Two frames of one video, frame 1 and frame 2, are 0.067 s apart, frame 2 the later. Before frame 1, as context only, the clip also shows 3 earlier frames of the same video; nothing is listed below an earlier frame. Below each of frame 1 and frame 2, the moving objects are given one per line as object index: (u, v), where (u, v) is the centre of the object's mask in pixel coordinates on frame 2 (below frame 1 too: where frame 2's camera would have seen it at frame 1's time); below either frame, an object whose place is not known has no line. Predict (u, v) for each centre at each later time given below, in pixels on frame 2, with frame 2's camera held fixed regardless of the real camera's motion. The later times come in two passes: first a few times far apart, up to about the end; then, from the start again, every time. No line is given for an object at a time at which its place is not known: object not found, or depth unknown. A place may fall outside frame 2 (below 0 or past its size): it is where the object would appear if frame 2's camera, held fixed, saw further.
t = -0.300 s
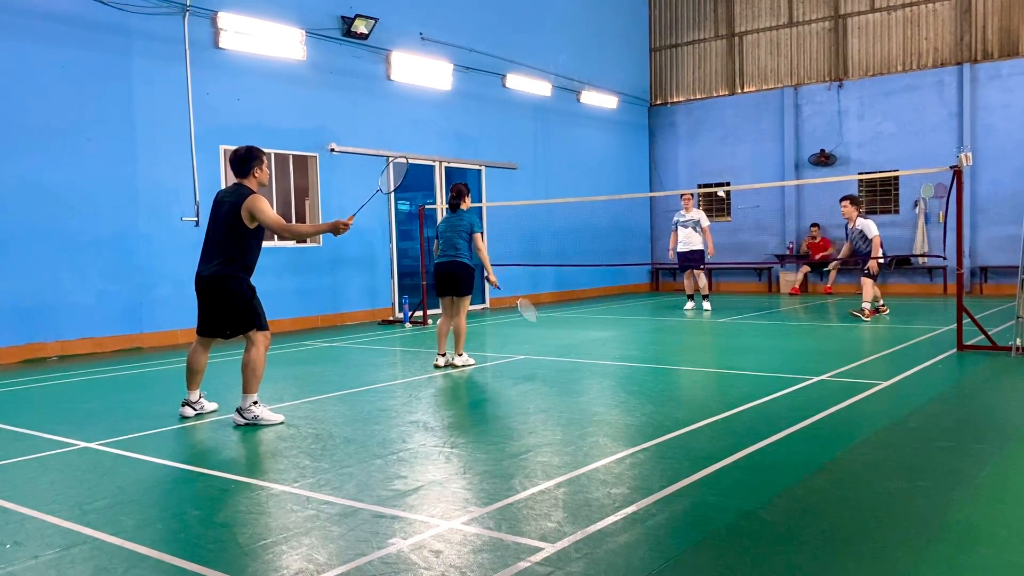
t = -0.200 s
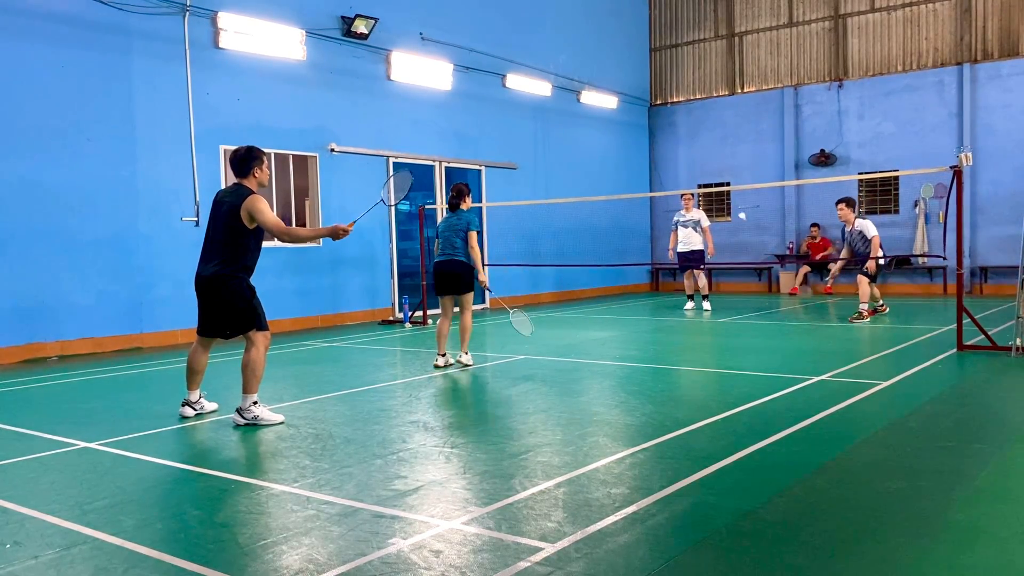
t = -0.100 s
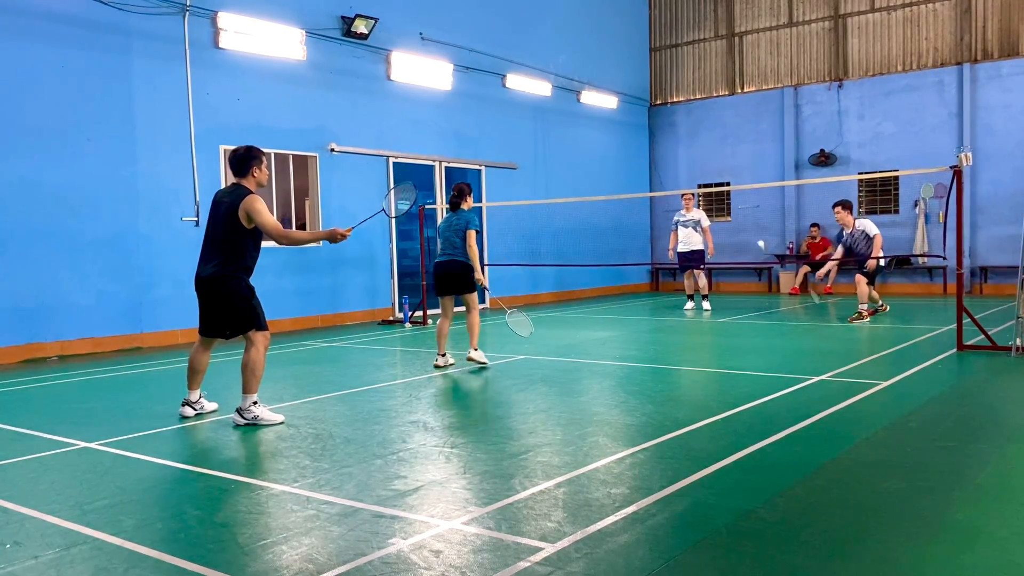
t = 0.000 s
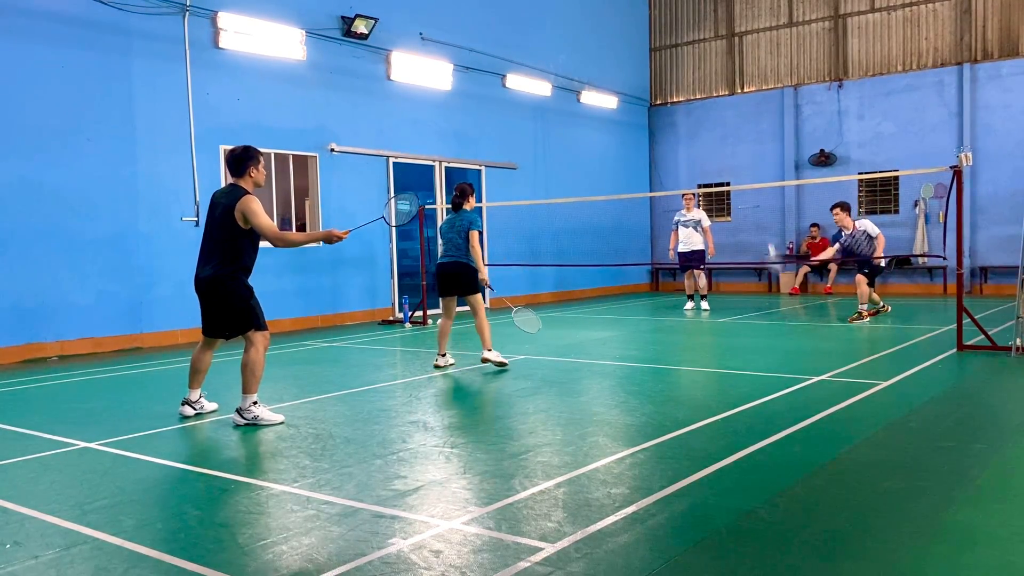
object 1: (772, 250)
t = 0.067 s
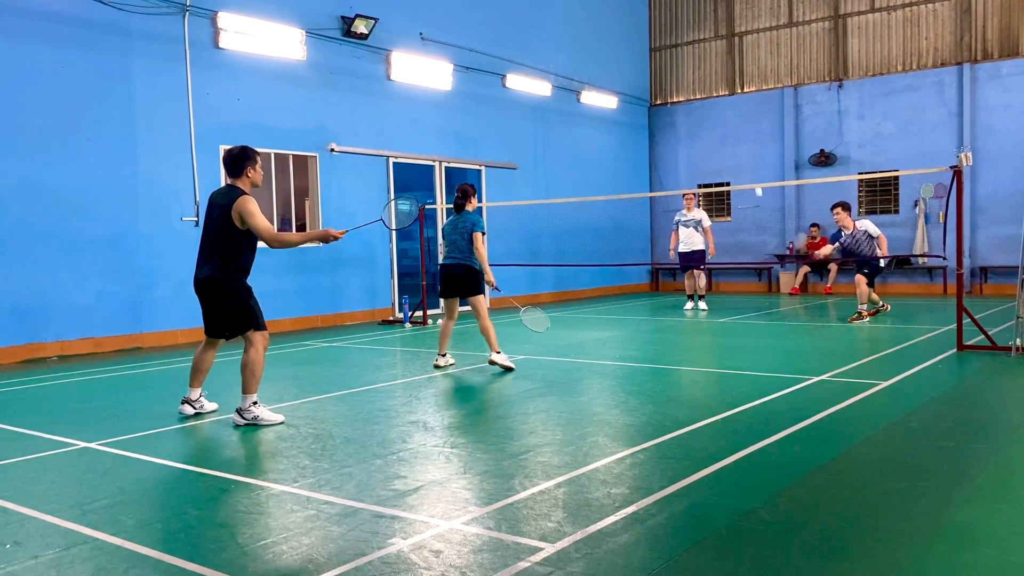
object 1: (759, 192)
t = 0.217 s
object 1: (739, 111)
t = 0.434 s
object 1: (709, 35)
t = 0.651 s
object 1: (677, 13)
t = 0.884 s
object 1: (638, 69)
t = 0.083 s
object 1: (757, 180)
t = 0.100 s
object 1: (755, 173)
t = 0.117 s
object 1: (752, 165)
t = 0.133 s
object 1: (750, 156)
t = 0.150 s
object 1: (748, 147)
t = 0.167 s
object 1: (745, 137)
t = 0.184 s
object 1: (743, 128)
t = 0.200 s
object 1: (741, 120)
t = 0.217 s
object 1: (739, 111)
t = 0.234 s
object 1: (736, 104)
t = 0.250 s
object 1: (734, 96)
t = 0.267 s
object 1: (732, 89)
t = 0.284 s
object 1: (729, 83)
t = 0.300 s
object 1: (727, 76)
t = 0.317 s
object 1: (725, 70)
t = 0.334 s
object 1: (722, 63)
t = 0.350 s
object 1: (720, 58)
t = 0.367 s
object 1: (718, 53)
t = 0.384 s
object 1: (716, 48)
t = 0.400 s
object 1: (714, 43)
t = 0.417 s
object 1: (711, 39)
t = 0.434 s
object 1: (709, 35)
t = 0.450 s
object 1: (707, 31)
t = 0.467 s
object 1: (704, 28)
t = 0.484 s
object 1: (702, 25)
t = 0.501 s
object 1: (700, 22)
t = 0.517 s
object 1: (697, 20)
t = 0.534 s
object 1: (695, 18)
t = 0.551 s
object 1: (692, 16)
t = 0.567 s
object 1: (690, 14)
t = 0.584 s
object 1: (687, 13)
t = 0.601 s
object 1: (685, 12)
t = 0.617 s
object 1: (682, 12)
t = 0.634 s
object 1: (680, 13)
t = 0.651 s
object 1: (677, 13)
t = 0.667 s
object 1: (675, 14)
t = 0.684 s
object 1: (672, 16)
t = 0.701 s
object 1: (669, 18)
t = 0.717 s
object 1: (667, 20)
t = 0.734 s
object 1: (664, 23)
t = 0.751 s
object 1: (661, 27)
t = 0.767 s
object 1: (658, 30)
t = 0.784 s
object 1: (655, 35)
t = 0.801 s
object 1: (653, 39)
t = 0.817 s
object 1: (650, 44)
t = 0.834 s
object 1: (647, 49)
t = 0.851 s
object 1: (644, 56)
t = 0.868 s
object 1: (641, 62)
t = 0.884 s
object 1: (638, 69)
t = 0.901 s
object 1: (635, 76)
